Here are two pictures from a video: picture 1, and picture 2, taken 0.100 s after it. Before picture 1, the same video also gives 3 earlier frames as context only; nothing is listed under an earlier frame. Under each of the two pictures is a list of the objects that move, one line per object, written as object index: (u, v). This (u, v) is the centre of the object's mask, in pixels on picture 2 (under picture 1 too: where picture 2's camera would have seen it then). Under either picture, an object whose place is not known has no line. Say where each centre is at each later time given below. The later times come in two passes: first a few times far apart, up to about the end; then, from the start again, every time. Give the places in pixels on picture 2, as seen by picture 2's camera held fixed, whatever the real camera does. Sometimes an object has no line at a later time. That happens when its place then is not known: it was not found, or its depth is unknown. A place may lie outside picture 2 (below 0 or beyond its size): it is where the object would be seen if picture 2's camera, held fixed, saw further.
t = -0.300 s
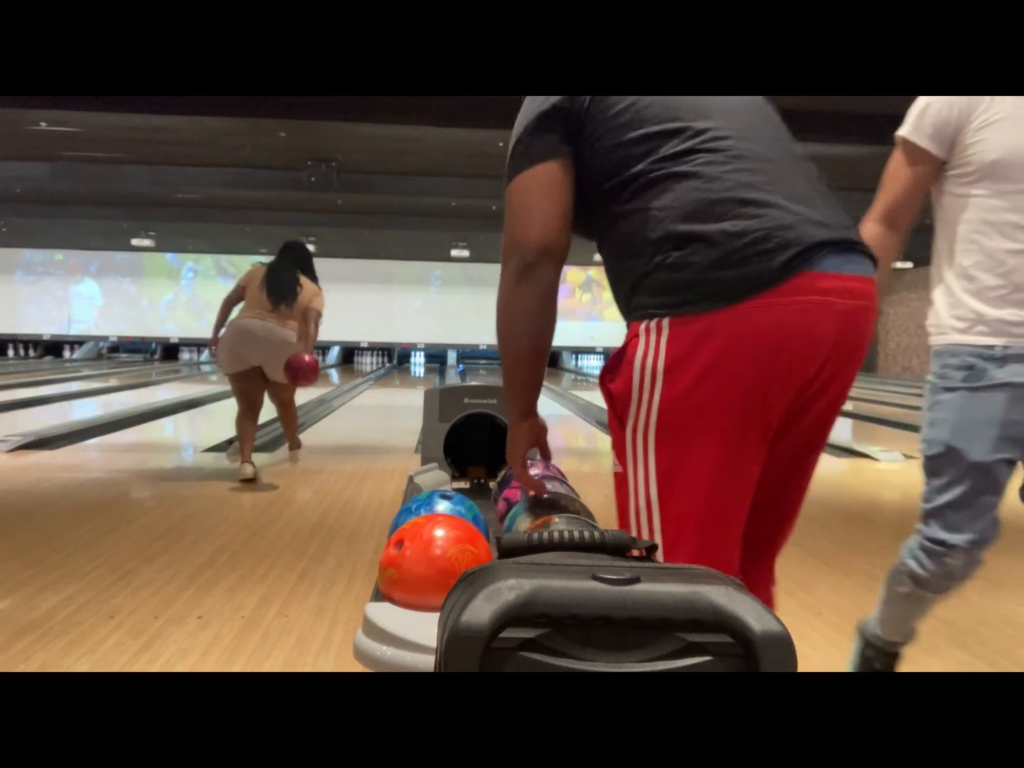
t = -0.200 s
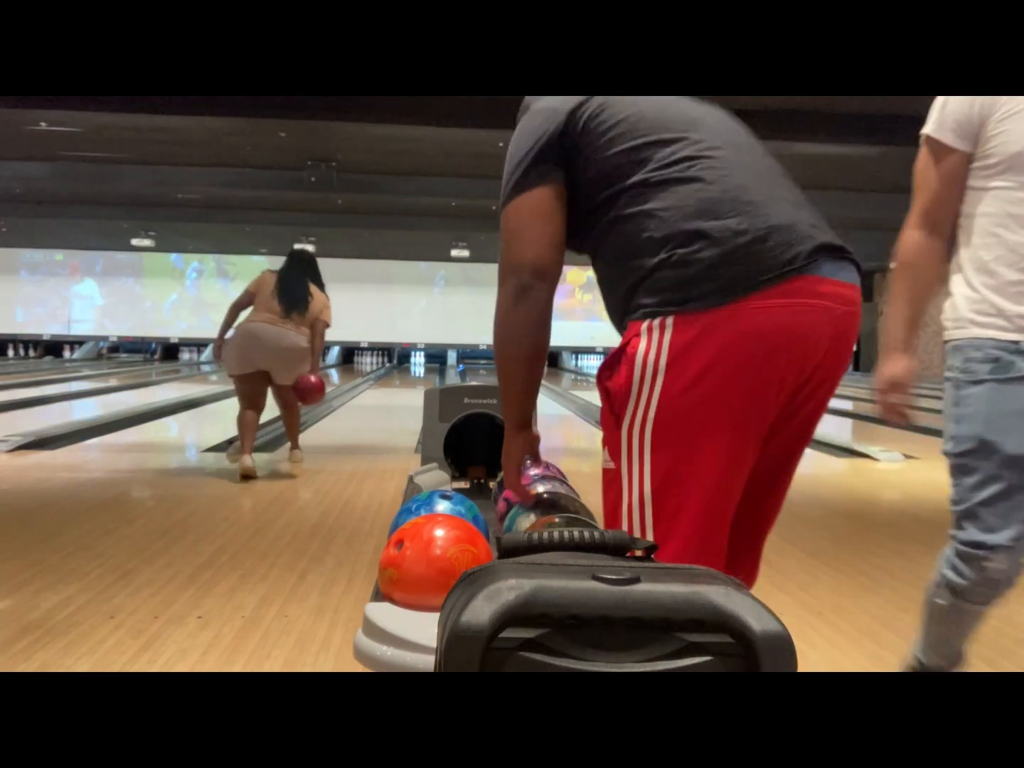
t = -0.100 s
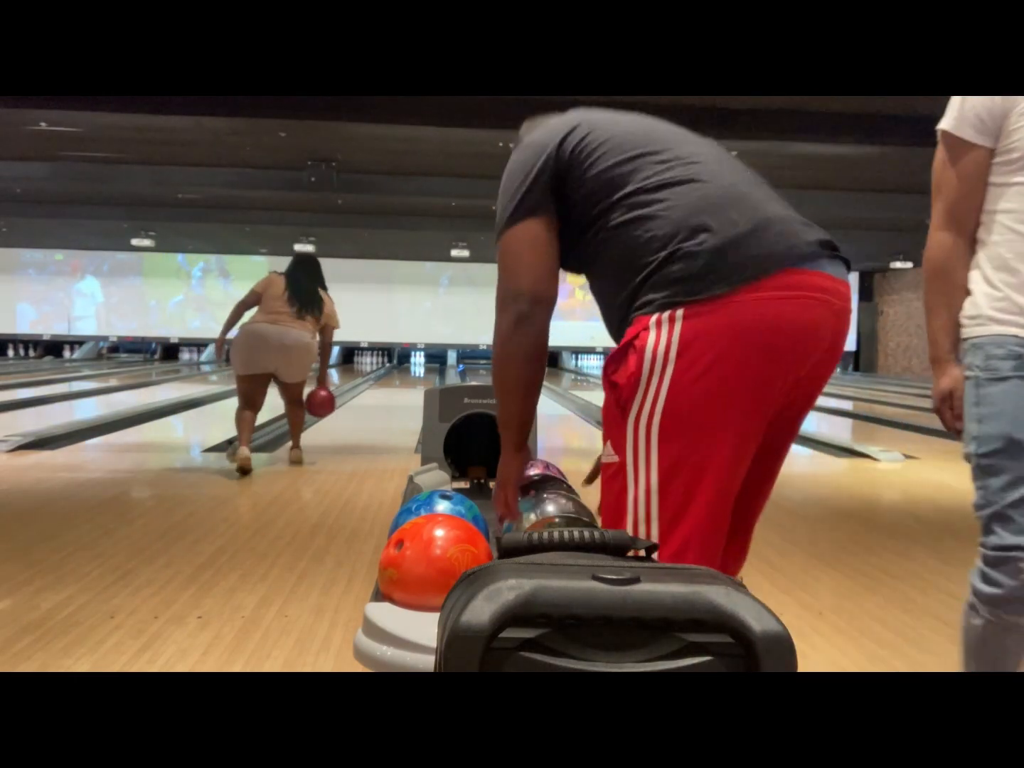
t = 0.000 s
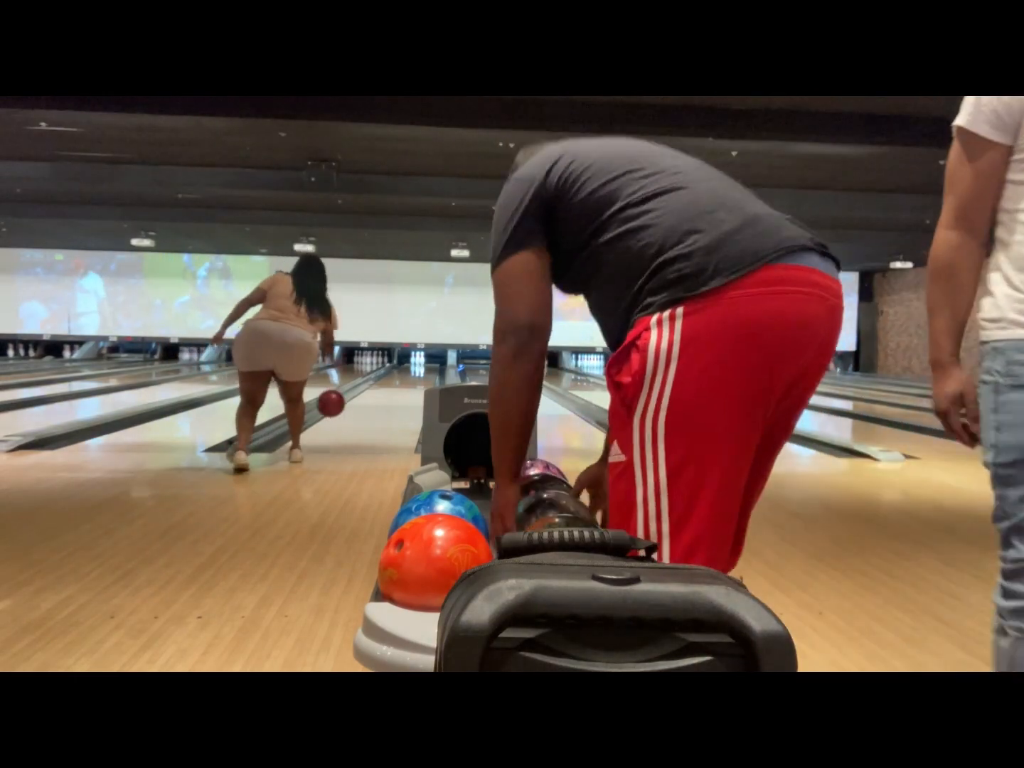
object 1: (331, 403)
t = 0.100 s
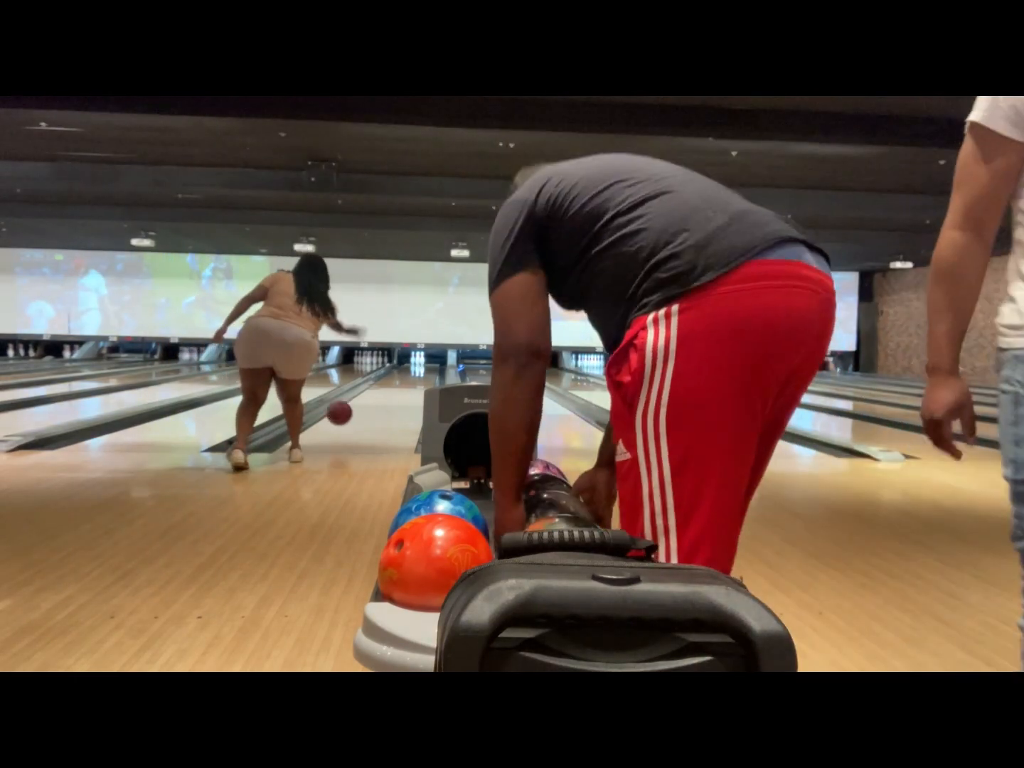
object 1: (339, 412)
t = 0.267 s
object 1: (351, 415)
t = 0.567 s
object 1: (367, 402)
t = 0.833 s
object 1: (377, 393)
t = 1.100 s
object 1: (384, 386)
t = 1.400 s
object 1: (391, 381)
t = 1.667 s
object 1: (395, 376)
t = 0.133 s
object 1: (342, 418)
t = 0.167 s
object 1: (344, 423)
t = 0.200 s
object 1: (347, 420)
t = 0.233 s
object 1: (349, 417)
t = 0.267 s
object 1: (351, 415)
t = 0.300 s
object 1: (353, 415)
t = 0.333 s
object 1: (355, 413)
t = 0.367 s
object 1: (357, 412)
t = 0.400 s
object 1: (359, 410)
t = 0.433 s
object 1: (361, 408)
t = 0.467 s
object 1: (362, 407)
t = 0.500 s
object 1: (364, 405)
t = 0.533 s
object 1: (365, 404)
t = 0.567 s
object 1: (367, 402)
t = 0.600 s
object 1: (368, 401)
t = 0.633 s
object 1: (370, 400)
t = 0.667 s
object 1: (371, 398)
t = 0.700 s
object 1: (372, 397)
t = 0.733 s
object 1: (374, 396)
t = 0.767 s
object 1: (375, 395)
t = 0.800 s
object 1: (376, 394)
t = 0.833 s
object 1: (377, 393)
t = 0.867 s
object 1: (378, 392)
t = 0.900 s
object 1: (379, 391)
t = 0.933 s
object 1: (380, 390)
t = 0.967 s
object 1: (381, 389)
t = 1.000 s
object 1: (382, 388)
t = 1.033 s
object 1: (383, 387)
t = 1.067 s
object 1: (383, 387)
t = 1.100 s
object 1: (384, 386)
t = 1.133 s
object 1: (385, 385)
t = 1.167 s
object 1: (386, 385)
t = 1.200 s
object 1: (386, 384)
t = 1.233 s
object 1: (388, 383)
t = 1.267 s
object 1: (388, 383)
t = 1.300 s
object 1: (388, 382)
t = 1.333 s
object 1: (389, 382)
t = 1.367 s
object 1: (390, 381)
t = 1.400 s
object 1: (391, 381)
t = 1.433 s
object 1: (391, 380)
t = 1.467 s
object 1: (392, 380)
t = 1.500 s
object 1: (393, 378)
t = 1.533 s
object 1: (393, 378)
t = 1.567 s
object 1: (394, 377)
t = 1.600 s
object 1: (394, 377)
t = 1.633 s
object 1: (395, 377)
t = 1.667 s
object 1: (395, 376)
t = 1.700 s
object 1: (396, 376)
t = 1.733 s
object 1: (396, 376)
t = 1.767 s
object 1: (397, 375)
